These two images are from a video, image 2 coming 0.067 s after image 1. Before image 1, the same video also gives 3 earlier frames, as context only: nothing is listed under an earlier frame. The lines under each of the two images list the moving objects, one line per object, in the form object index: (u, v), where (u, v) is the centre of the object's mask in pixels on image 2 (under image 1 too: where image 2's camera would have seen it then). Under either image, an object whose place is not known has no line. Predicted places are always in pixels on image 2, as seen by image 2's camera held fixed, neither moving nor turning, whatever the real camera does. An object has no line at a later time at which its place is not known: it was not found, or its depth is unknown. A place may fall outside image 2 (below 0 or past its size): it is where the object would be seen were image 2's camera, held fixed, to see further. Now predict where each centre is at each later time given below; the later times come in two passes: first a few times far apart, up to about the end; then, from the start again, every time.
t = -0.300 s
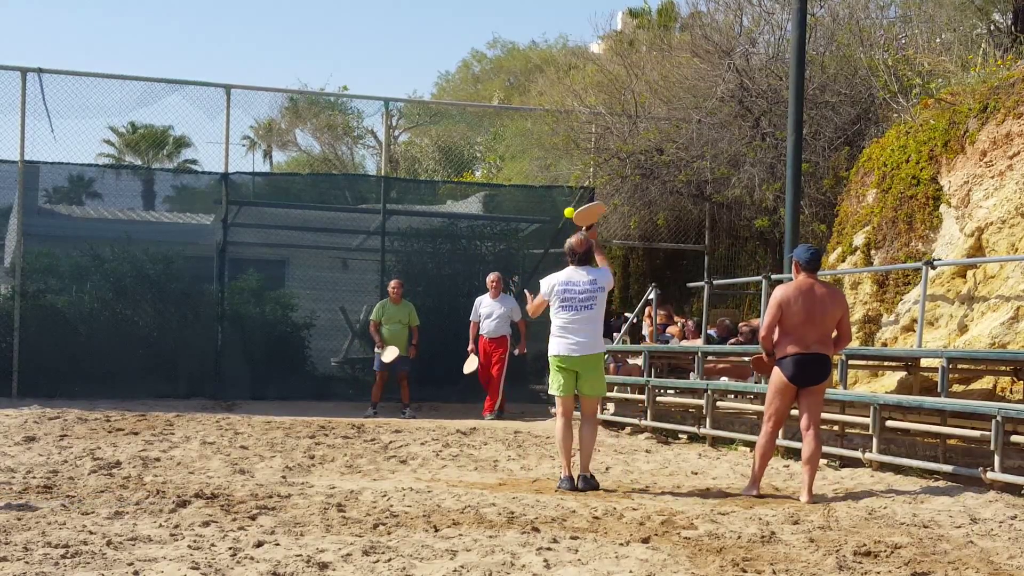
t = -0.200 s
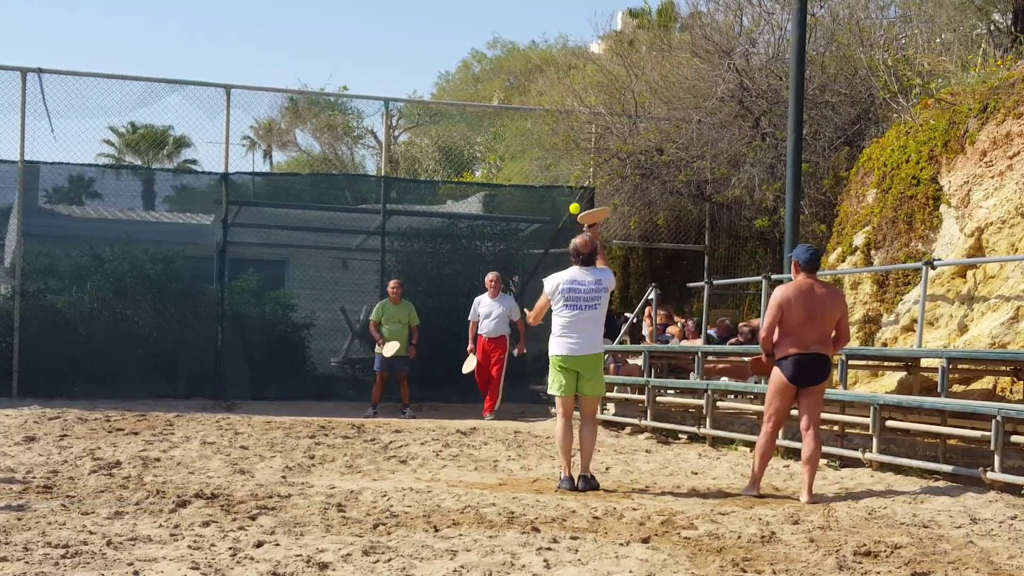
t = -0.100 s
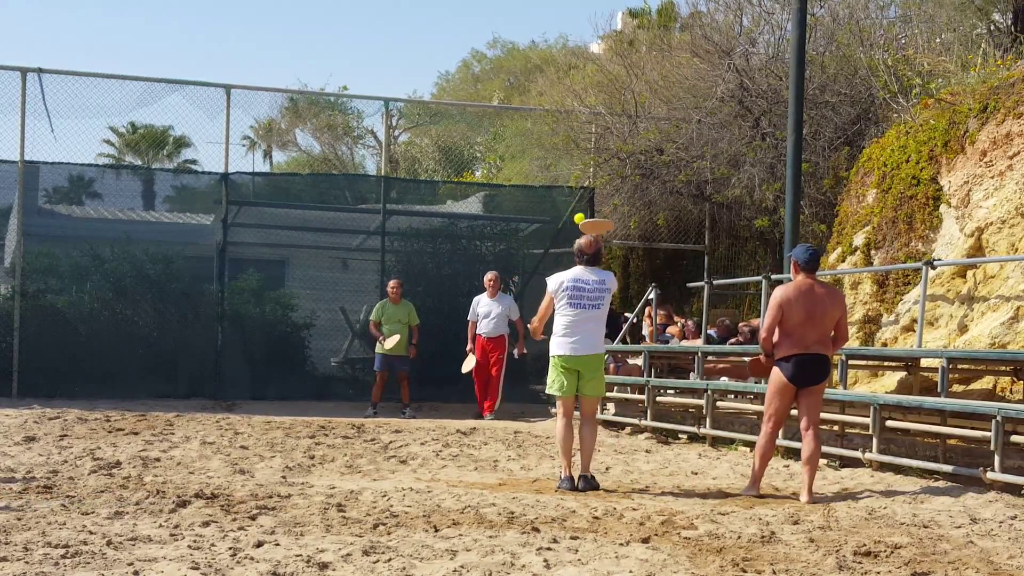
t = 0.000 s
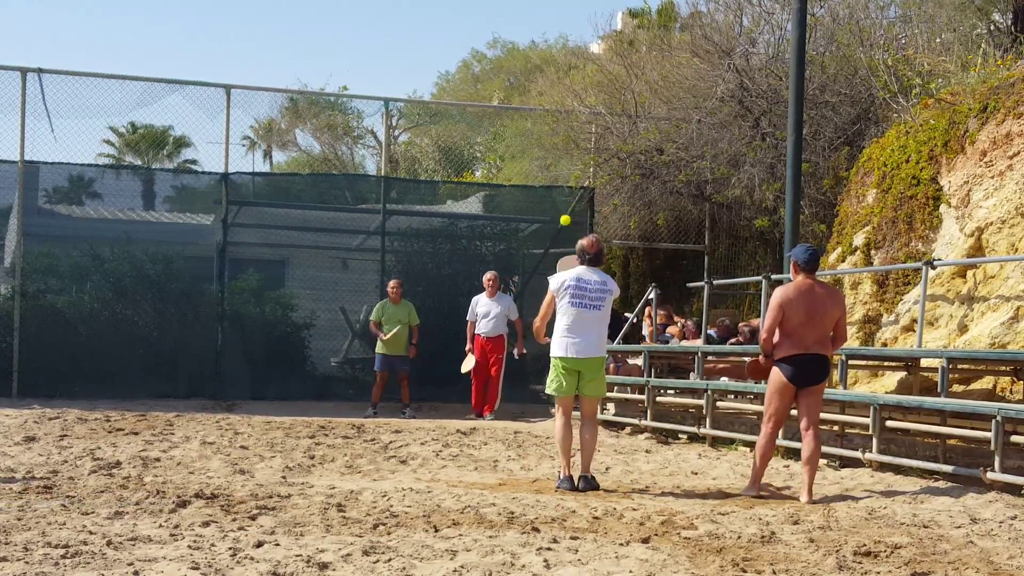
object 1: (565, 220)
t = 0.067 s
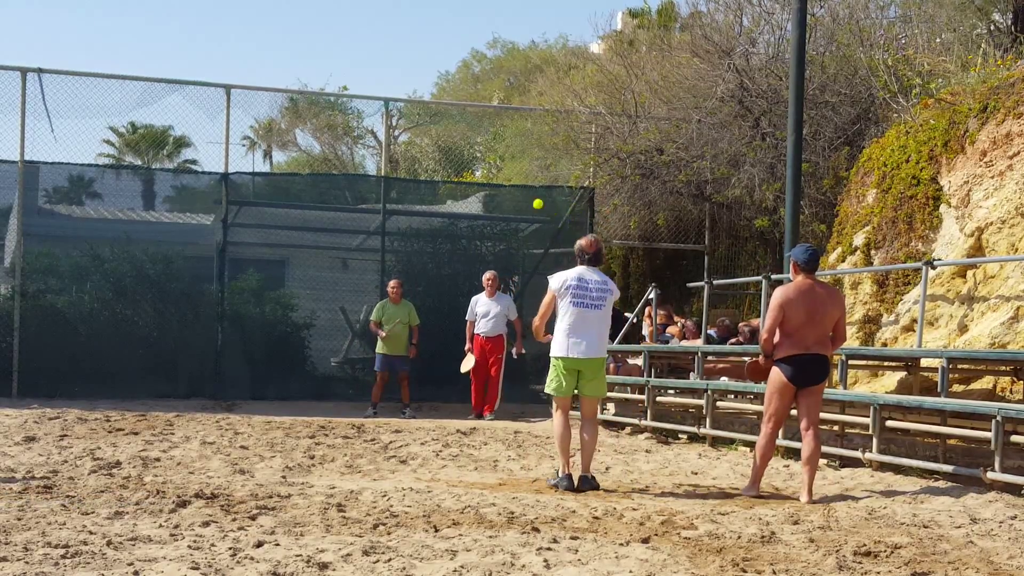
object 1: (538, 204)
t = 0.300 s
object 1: (466, 195)
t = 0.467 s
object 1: (429, 219)
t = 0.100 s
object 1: (525, 199)
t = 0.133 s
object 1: (514, 195)
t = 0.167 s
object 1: (503, 193)
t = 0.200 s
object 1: (493, 192)
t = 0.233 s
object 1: (484, 192)
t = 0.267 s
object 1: (474, 193)
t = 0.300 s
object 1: (466, 195)
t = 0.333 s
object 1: (458, 198)
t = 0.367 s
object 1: (450, 202)
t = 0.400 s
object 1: (443, 208)
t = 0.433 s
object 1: (436, 213)
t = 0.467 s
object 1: (429, 219)
